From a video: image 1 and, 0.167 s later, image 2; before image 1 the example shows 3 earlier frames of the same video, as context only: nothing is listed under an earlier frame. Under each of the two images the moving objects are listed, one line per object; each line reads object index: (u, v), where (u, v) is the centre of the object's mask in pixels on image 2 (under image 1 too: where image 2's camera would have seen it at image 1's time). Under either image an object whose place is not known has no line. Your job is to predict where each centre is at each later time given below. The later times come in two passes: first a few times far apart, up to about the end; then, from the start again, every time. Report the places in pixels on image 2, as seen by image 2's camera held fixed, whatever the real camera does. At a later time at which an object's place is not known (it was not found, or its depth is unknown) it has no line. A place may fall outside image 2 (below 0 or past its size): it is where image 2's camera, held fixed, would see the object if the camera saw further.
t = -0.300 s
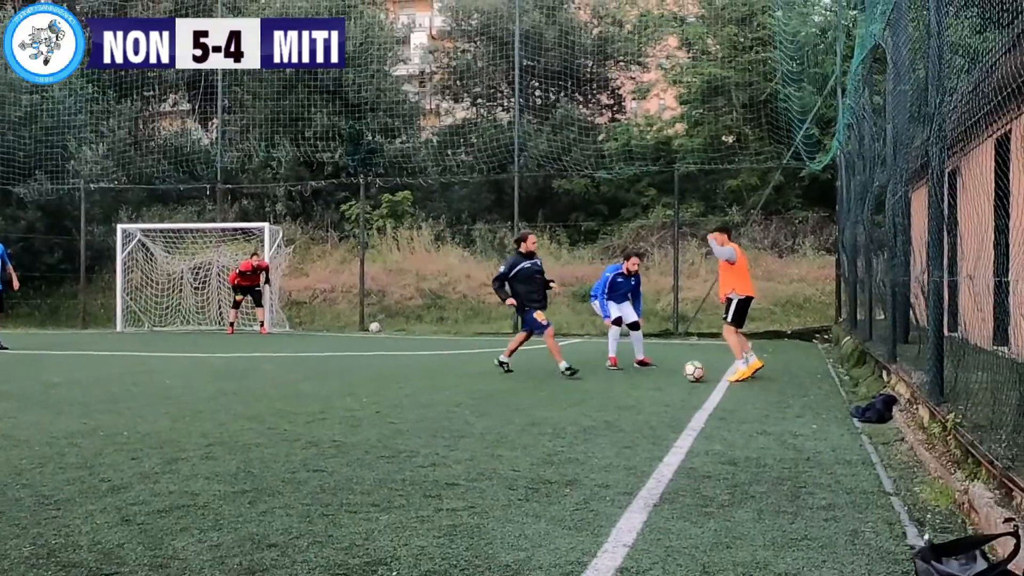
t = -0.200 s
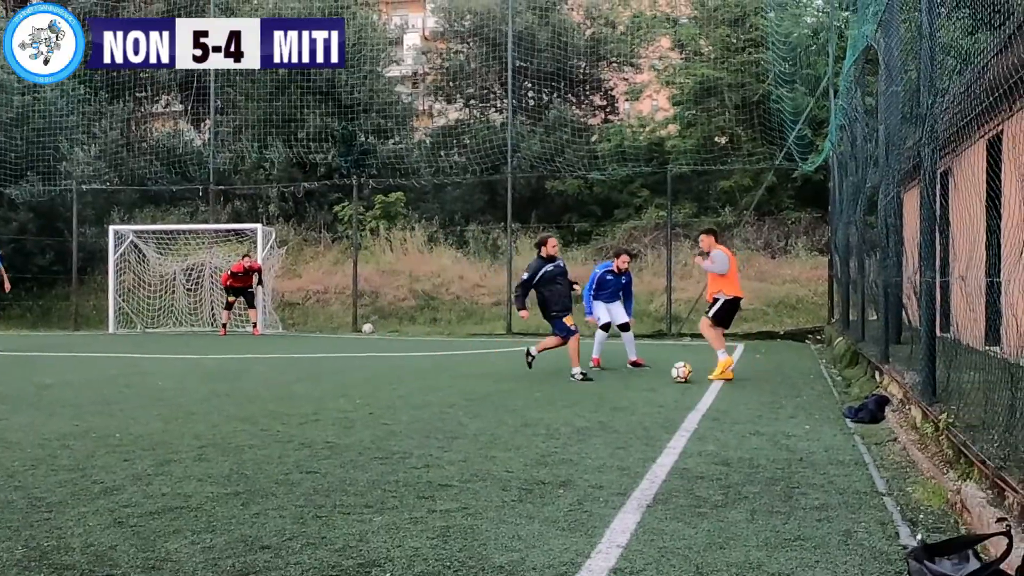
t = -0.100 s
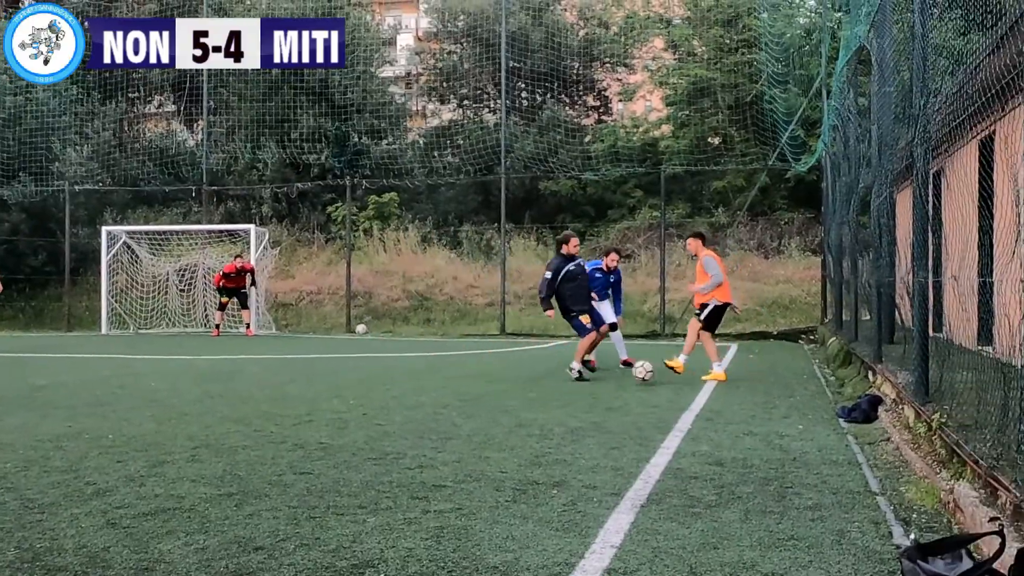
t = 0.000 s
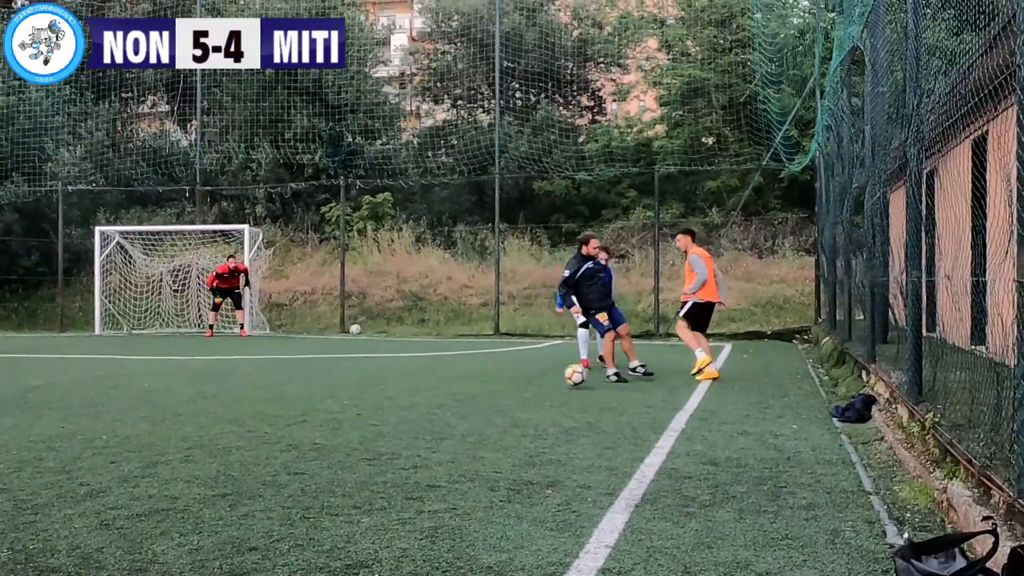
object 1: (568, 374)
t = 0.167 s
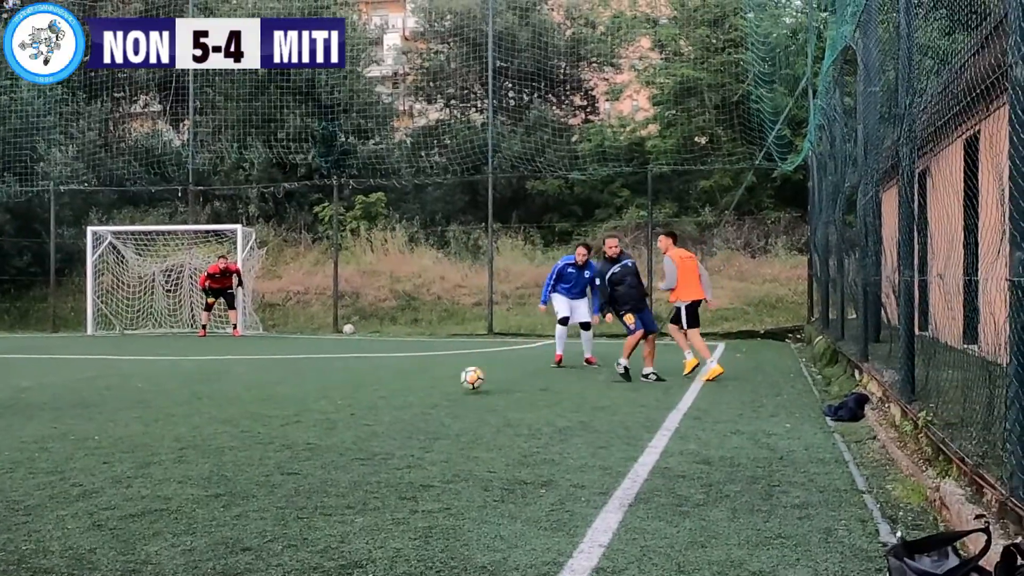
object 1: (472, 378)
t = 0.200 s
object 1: (453, 381)
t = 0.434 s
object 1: (329, 388)
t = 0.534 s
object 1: (277, 391)
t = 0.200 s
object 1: (453, 381)
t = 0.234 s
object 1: (434, 384)
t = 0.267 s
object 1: (416, 382)
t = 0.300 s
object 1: (399, 382)
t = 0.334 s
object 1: (381, 383)
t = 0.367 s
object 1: (363, 385)
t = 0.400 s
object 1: (345, 388)
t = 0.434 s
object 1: (329, 388)
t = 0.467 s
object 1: (312, 388)
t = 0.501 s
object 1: (295, 388)
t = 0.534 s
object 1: (277, 391)
